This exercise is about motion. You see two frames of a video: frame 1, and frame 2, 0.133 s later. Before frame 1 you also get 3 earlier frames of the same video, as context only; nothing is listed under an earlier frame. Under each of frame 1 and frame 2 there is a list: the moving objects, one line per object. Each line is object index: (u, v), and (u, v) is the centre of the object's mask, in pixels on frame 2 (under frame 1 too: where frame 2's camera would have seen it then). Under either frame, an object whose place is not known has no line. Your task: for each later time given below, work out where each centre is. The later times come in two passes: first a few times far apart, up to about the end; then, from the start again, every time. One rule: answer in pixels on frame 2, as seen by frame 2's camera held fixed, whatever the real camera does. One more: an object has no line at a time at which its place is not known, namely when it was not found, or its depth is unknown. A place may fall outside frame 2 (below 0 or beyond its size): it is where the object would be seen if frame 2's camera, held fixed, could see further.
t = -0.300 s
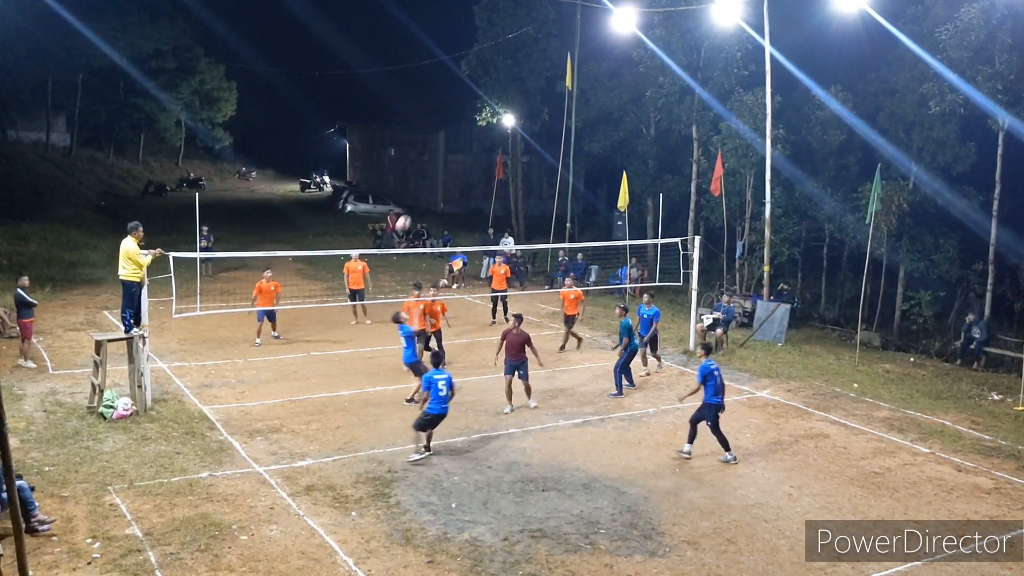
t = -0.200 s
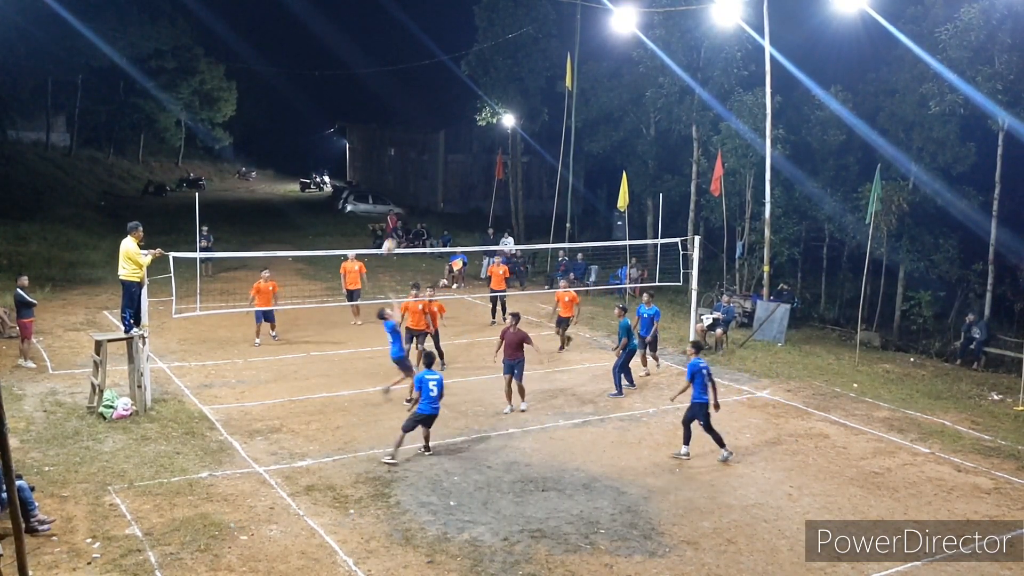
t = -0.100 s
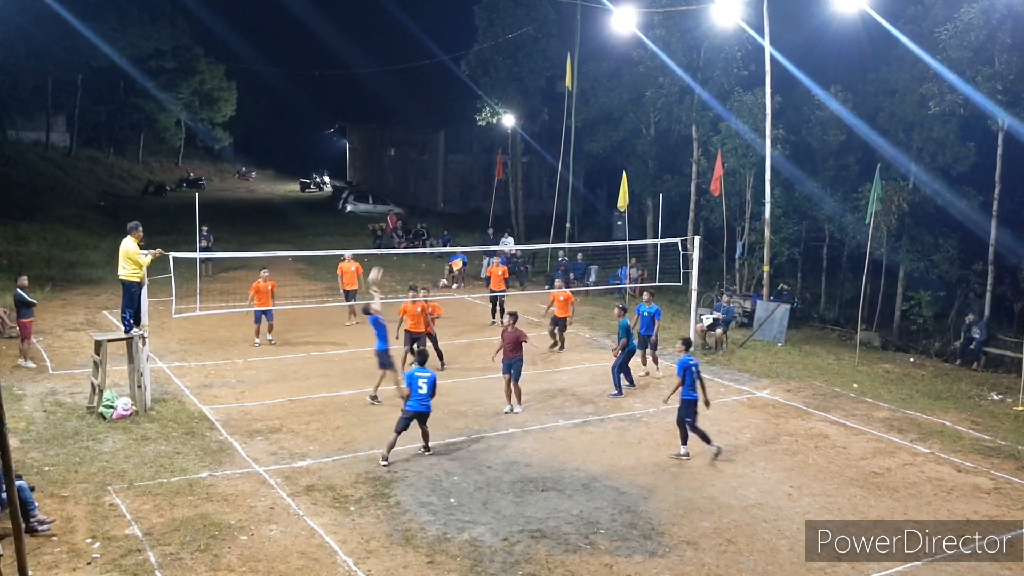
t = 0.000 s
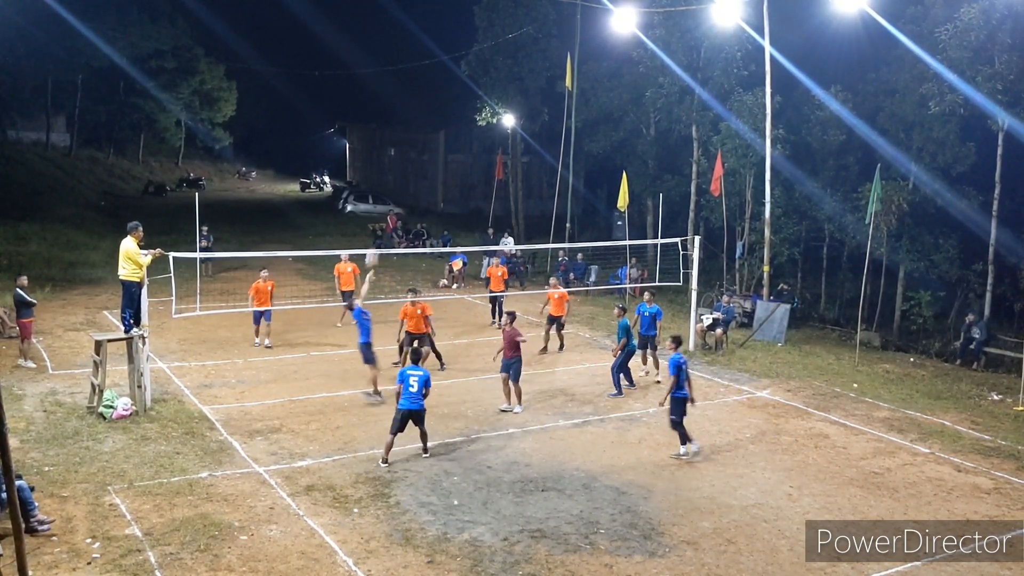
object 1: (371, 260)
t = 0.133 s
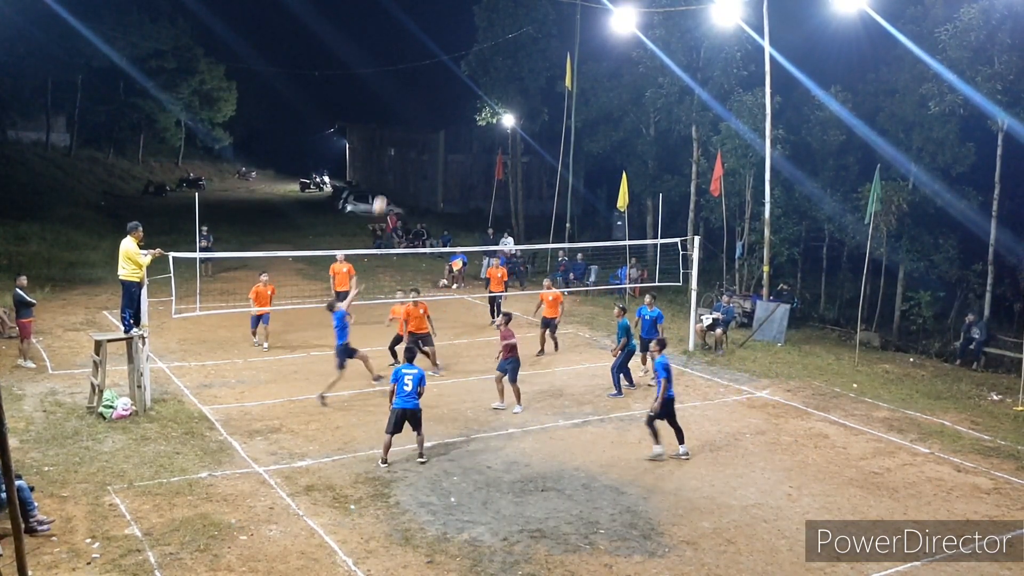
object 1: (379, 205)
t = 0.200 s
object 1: (384, 183)
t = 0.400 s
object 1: (395, 132)
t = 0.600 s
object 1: (406, 107)
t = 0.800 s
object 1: (417, 105)
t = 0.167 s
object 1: (382, 194)
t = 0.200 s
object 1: (384, 183)
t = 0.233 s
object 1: (385, 173)
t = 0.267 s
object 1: (387, 163)
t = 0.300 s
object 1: (389, 154)
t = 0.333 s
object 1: (391, 147)
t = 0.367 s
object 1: (393, 139)
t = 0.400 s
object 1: (395, 132)
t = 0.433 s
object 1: (397, 126)
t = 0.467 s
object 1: (399, 121)
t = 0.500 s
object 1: (401, 117)
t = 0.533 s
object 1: (402, 113)
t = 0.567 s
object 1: (404, 109)
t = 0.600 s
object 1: (406, 107)
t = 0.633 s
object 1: (408, 105)
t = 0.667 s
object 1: (410, 103)
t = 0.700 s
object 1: (411, 103)
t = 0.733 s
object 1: (413, 103)
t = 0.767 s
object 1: (415, 104)
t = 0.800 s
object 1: (417, 105)
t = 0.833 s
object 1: (418, 107)
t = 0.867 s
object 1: (420, 110)
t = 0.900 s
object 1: (422, 114)
